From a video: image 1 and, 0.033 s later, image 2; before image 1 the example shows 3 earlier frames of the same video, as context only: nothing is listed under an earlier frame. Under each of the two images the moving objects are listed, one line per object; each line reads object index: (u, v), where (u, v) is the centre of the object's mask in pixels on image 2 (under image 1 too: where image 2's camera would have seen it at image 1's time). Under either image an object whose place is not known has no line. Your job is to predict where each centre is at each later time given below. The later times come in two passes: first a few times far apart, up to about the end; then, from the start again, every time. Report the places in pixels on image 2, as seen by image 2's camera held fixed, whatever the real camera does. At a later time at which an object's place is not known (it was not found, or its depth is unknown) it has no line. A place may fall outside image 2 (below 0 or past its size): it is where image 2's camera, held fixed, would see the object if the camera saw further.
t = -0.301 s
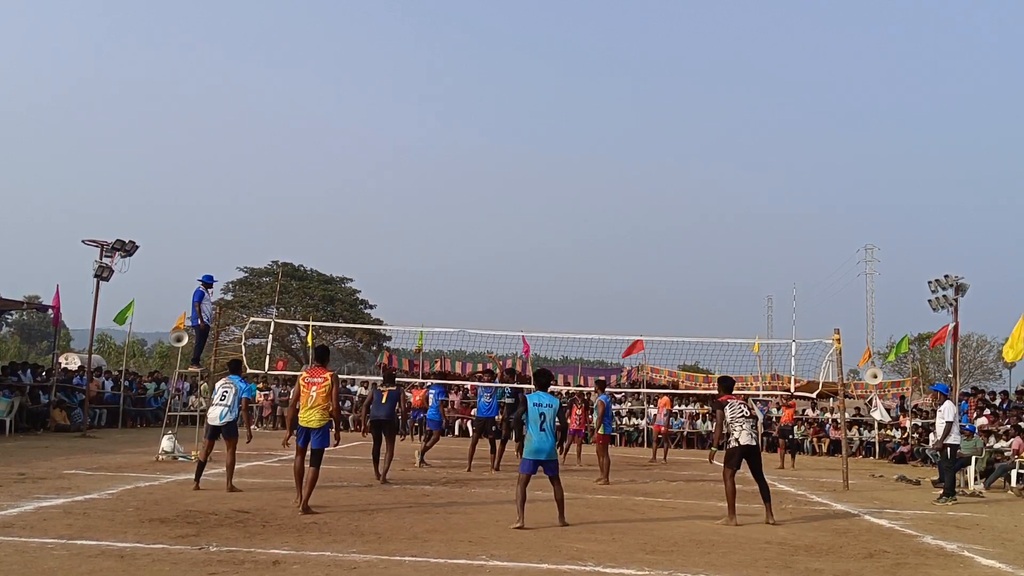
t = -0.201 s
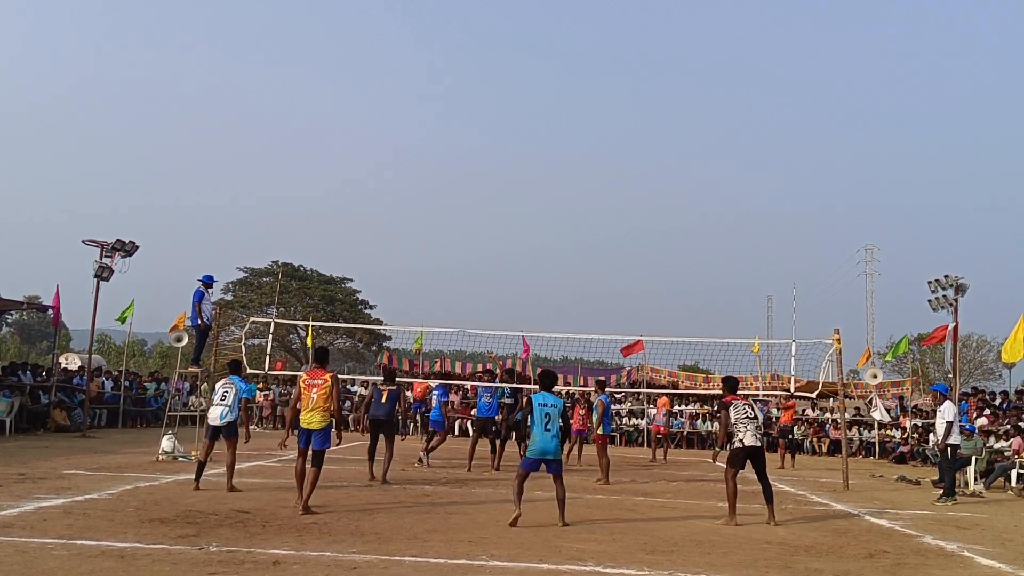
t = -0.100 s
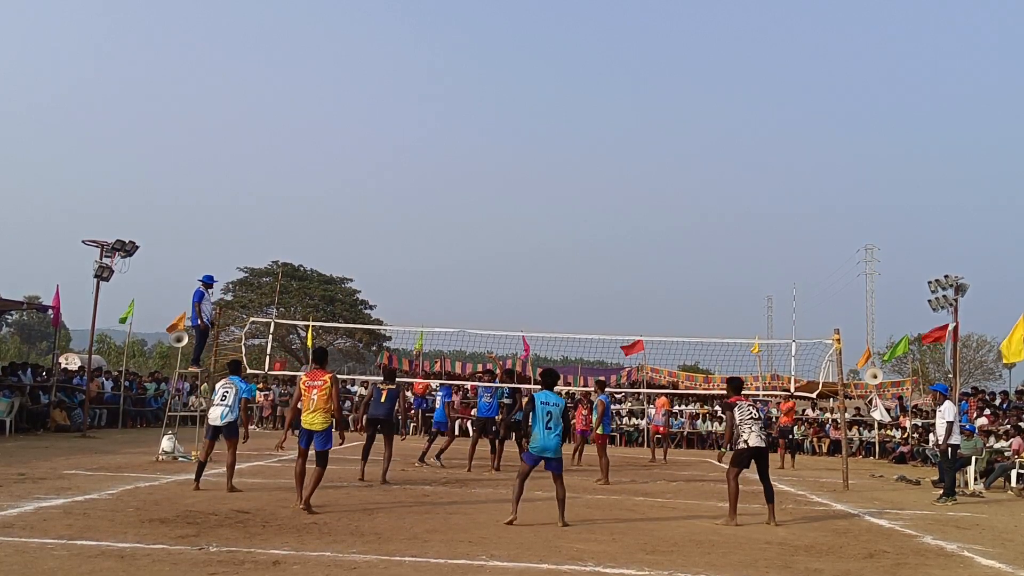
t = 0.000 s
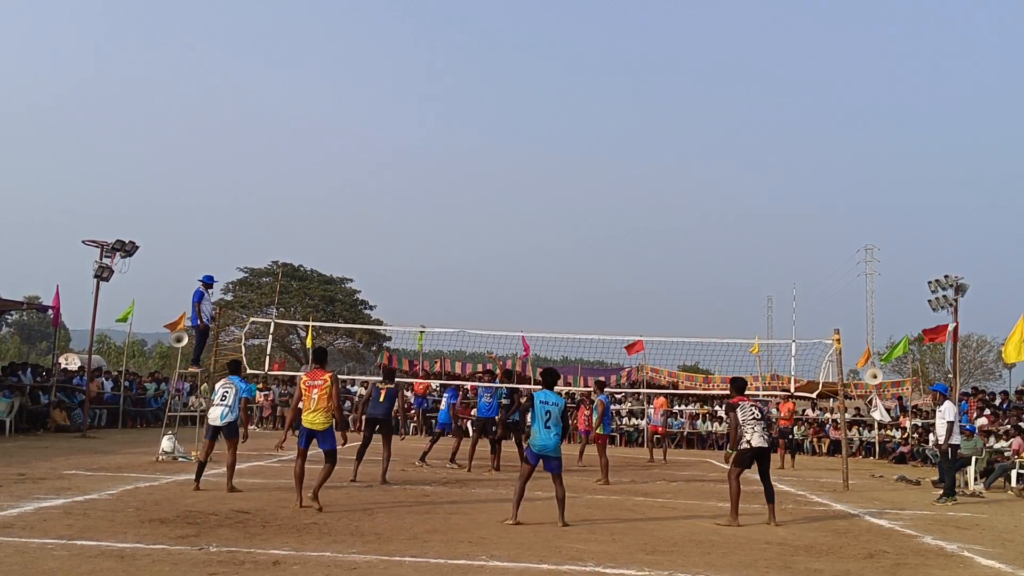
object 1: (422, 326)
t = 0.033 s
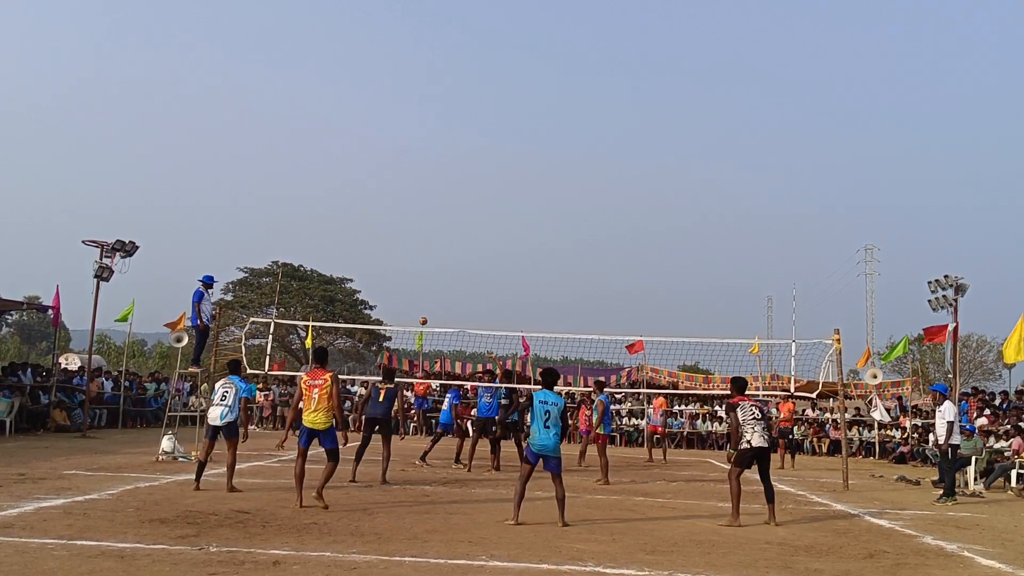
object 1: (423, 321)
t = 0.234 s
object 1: (432, 275)
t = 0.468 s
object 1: (440, 229)
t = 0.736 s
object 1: (442, 196)
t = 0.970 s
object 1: (444, 194)
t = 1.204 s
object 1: (442, 227)
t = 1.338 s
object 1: (438, 267)
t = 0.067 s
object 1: (425, 313)
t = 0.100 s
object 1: (426, 305)
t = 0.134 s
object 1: (428, 297)
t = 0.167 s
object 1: (429, 290)
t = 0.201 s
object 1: (431, 282)
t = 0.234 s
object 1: (432, 275)
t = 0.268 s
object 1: (433, 268)
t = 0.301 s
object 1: (435, 261)
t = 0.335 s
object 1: (436, 254)
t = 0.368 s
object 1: (437, 248)
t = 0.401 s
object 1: (438, 241)
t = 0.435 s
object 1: (439, 235)
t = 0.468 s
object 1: (440, 229)
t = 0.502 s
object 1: (441, 223)
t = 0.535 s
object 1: (441, 218)
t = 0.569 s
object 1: (442, 214)
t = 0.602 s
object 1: (442, 209)
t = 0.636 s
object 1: (442, 205)
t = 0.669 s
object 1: (443, 202)
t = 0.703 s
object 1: (443, 199)
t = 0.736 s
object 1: (442, 196)
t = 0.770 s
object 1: (442, 194)
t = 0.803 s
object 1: (443, 192)
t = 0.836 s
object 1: (443, 191)
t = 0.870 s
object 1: (443, 191)
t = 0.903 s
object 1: (443, 192)
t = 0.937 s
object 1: (444, 193)
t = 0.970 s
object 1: (444, 194)
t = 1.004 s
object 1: (444, 197)
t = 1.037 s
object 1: (444, 200)
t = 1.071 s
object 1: (444, 204)
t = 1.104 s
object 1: (443, 208)
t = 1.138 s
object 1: (443, 214)
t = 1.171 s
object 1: (443, 220)
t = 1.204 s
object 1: (442, 227)
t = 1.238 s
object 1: (442, 235)
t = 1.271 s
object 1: (441, 244)
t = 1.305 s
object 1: (440, 255)
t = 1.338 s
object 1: (438, 267)
